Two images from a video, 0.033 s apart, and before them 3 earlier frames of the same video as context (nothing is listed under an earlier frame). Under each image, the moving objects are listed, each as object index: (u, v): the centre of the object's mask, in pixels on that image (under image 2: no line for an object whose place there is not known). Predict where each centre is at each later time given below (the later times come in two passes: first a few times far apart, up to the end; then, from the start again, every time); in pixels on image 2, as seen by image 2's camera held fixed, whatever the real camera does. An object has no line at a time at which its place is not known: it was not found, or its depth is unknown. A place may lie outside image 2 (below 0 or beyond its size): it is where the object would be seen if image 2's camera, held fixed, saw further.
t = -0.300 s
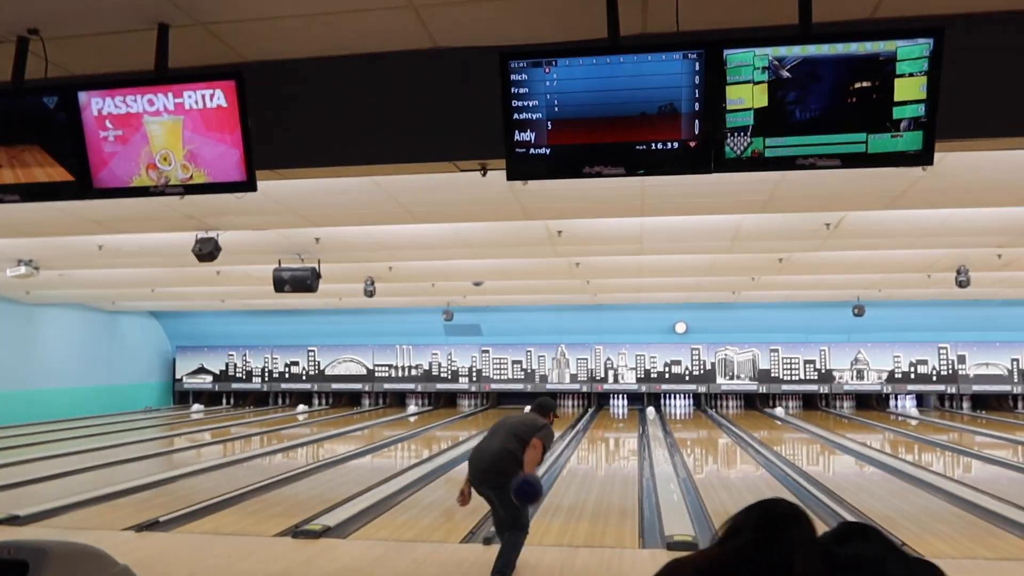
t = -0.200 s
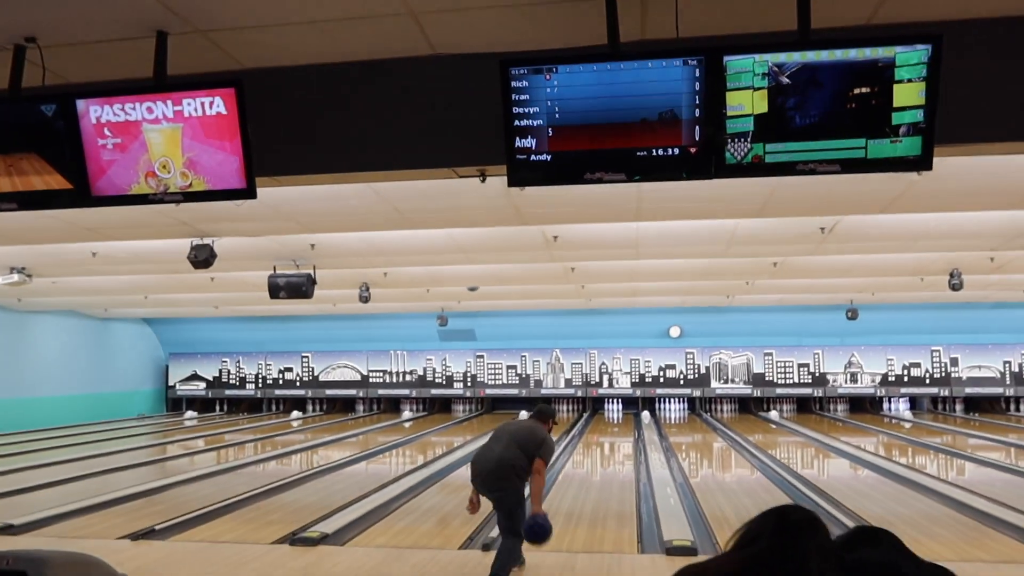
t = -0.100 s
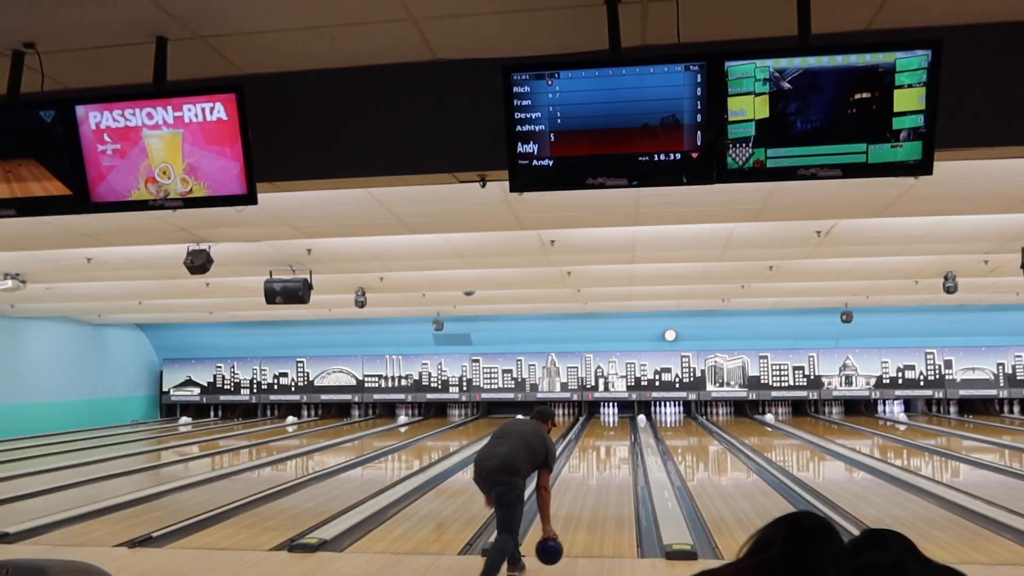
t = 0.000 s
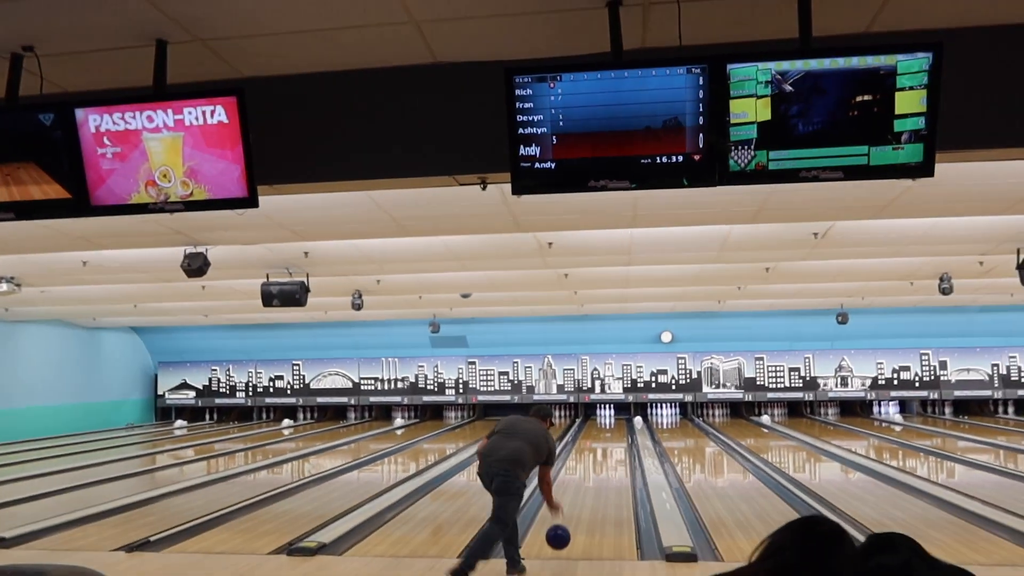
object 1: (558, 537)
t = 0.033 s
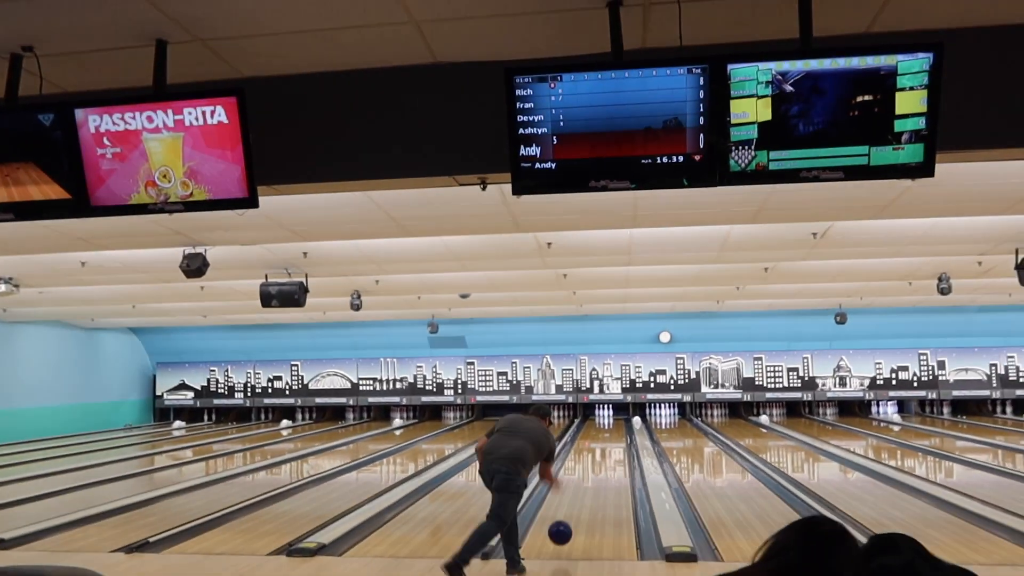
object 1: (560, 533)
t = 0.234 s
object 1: (570, 512)
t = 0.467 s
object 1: (577, 486)
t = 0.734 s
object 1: (583, 467)
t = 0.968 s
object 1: (587, 454)
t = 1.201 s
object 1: (590, 445)
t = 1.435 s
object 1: (592, 437)
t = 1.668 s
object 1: (595, 430)
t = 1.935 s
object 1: (597, 424)
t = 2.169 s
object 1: (598, 420)
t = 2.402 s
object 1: (599, 416)
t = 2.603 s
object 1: (599, 413)
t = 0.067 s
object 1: (562, 530)
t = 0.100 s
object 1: (564, 528)
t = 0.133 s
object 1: (566, 527)
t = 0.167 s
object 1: (568, 520)
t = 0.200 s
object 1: (569, 516)
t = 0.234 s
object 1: (570, 512)
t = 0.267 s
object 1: (572, 508)
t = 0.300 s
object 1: (572, 504)
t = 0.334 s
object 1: (574, 500)
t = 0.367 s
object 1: (574, 496)
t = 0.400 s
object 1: (575, 493)
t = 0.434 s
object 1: (576, 490)
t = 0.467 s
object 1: (577, 486)
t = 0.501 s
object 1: (578, 484)
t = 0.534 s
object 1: (579, 481)
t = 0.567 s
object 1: (580, 478)
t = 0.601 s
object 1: (580, 475)
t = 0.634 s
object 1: (581, 473)
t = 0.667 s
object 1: (582, 471)
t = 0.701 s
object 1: (583, 469)
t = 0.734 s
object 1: (583, 467)
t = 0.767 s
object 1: (584, 465)
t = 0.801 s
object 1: (585, 462)
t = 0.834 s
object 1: (585, 461)
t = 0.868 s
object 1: (585, 459)
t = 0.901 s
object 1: (586, 457)
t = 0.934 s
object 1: (587, 456)
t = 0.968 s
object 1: (587, 454)
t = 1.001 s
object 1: (587, 453)
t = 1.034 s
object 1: (588, 451)
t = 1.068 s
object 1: (588, 450)
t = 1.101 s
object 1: (589, 448)
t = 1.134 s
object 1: (589, 447)
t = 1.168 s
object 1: (590, 446)
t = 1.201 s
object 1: (590, 445)
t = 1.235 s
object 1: (590, 443)
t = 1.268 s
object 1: (591, 442)
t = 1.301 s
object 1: (591, 441)
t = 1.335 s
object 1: (592, 440)
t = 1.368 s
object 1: (592, 439)
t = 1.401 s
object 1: (592, 438)
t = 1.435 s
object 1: (592, 437)
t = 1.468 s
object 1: (593, 436)
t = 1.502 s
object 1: (594, 435)
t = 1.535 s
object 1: (594, 433)
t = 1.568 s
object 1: (595, 432)
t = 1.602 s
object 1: (595, 431)
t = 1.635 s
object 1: (595, 431)
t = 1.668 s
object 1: (595, 430)
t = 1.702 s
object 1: (595, 429)
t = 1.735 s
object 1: (595, 428)
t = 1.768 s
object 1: (595, 427)
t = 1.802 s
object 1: (596, 427)
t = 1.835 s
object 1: (596, 426)
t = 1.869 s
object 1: (596, 425)
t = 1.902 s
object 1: (597, 425)
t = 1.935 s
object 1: (597, 424)
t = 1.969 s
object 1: (597, 424)
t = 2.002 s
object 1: (597, 423)
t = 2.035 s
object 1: (597, 422)
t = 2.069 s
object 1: (597, 422)
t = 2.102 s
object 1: (597, 421)
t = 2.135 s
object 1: (598, 421)
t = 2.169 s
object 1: (598, 420)
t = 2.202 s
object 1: (597, 419)
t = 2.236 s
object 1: (598, 419)
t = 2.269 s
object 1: (598, 418)
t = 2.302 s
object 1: (598, 418)
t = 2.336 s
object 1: (598, 418)
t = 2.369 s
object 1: (599, 418)
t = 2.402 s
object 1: (599, 416)
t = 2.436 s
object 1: (598, 417)
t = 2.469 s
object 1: (598, 416)
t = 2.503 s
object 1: (597, 414)
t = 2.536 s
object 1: (597, 415)
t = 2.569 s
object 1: (600, 412)
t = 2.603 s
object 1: (599, 413)
